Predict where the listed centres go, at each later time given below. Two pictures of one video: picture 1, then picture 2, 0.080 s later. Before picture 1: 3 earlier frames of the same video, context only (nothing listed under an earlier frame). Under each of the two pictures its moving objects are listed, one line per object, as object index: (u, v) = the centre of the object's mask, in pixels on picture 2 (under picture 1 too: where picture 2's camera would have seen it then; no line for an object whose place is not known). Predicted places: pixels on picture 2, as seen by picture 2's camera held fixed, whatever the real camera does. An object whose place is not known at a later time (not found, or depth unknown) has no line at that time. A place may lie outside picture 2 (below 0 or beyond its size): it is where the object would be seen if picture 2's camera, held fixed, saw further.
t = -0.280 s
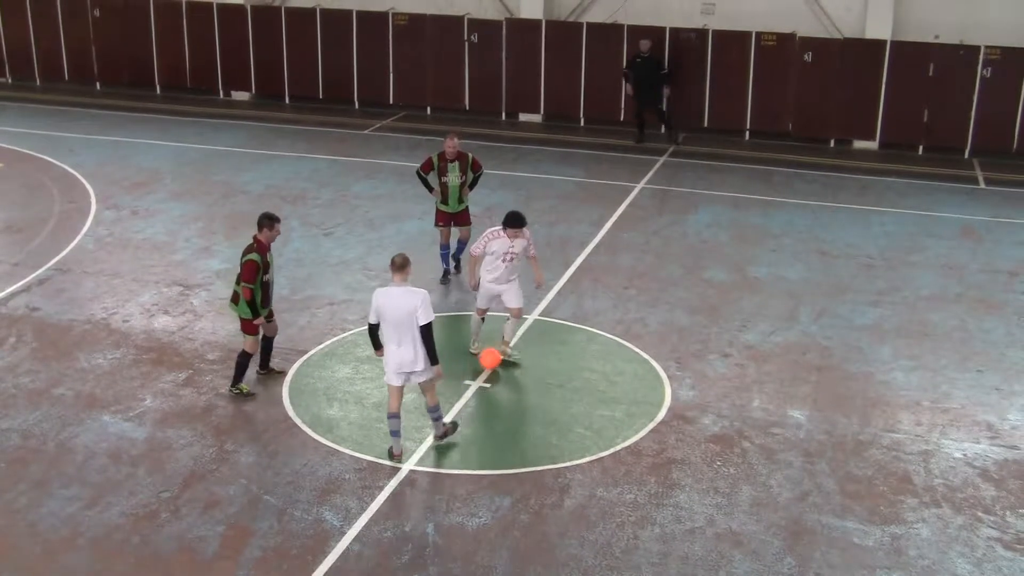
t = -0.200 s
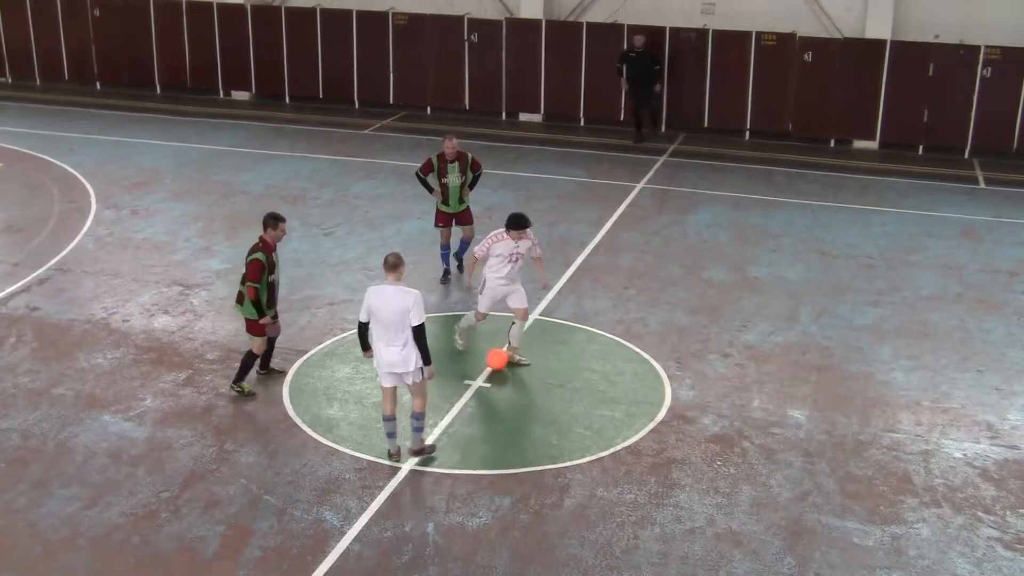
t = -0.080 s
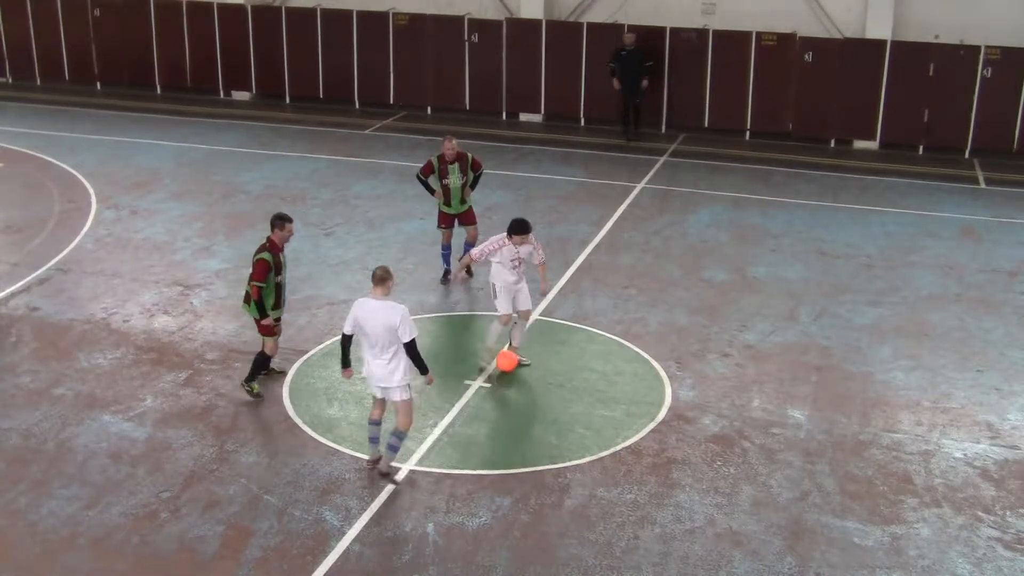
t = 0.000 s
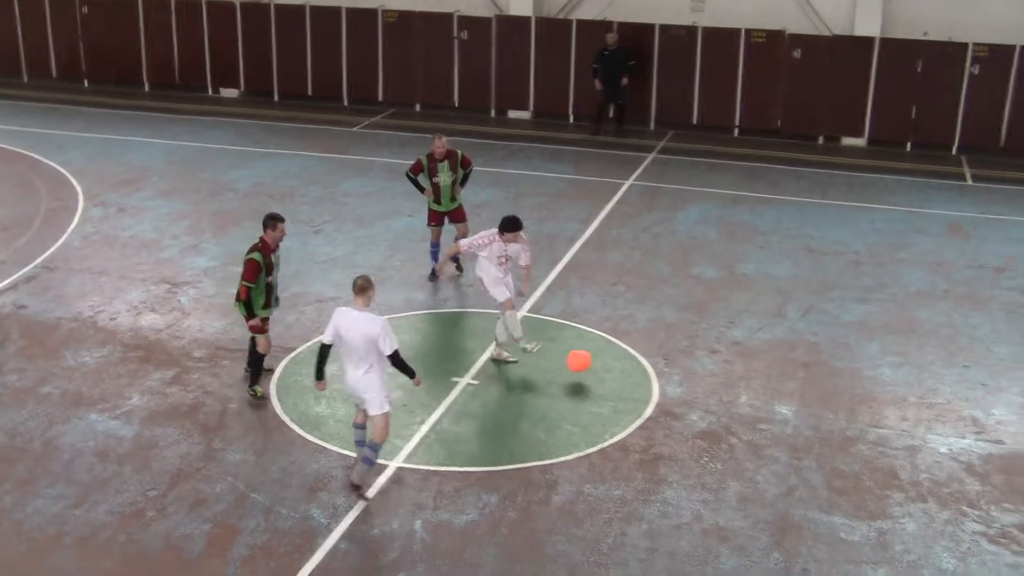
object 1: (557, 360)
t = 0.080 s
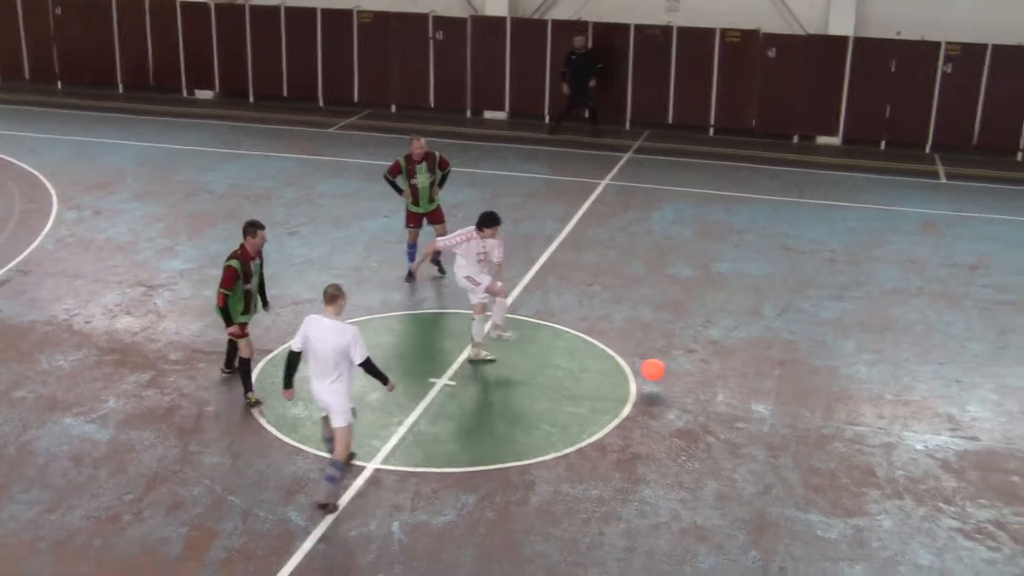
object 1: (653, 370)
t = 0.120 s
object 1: (701, 376)
